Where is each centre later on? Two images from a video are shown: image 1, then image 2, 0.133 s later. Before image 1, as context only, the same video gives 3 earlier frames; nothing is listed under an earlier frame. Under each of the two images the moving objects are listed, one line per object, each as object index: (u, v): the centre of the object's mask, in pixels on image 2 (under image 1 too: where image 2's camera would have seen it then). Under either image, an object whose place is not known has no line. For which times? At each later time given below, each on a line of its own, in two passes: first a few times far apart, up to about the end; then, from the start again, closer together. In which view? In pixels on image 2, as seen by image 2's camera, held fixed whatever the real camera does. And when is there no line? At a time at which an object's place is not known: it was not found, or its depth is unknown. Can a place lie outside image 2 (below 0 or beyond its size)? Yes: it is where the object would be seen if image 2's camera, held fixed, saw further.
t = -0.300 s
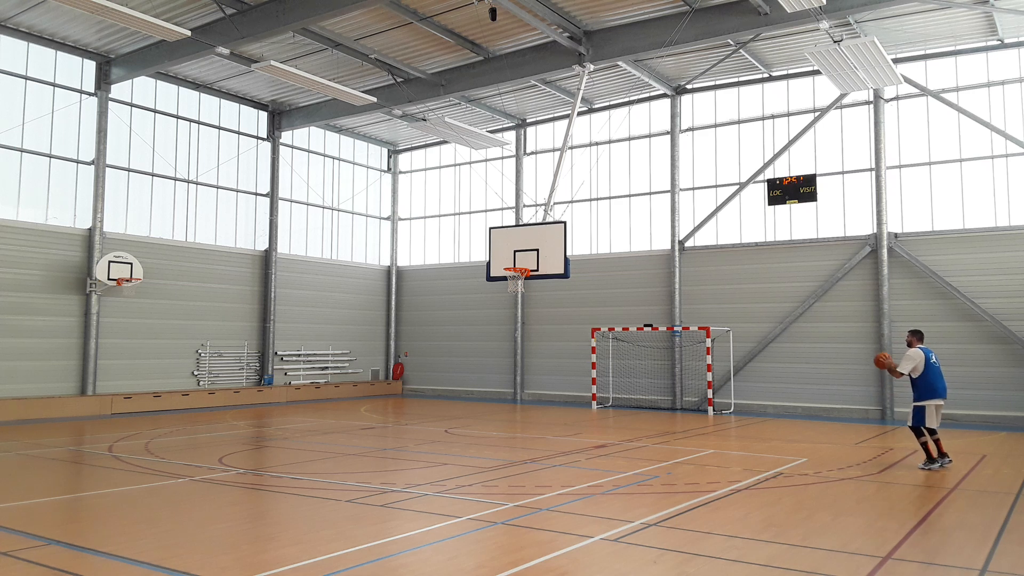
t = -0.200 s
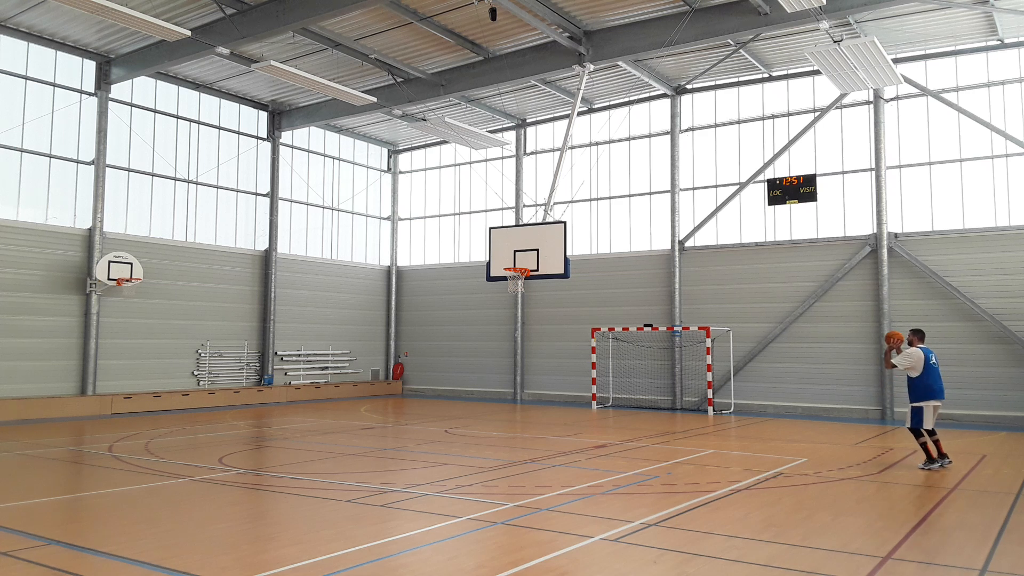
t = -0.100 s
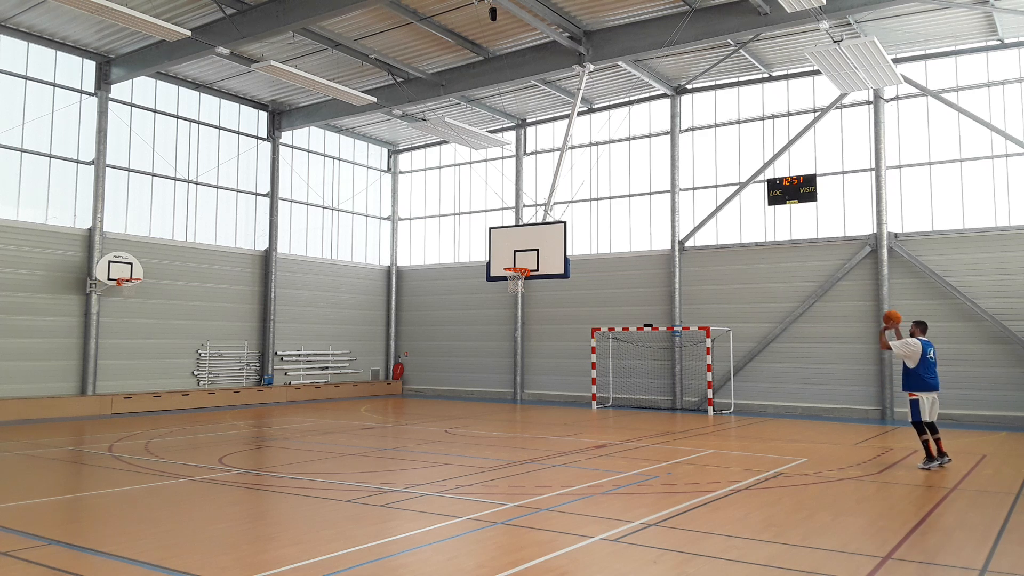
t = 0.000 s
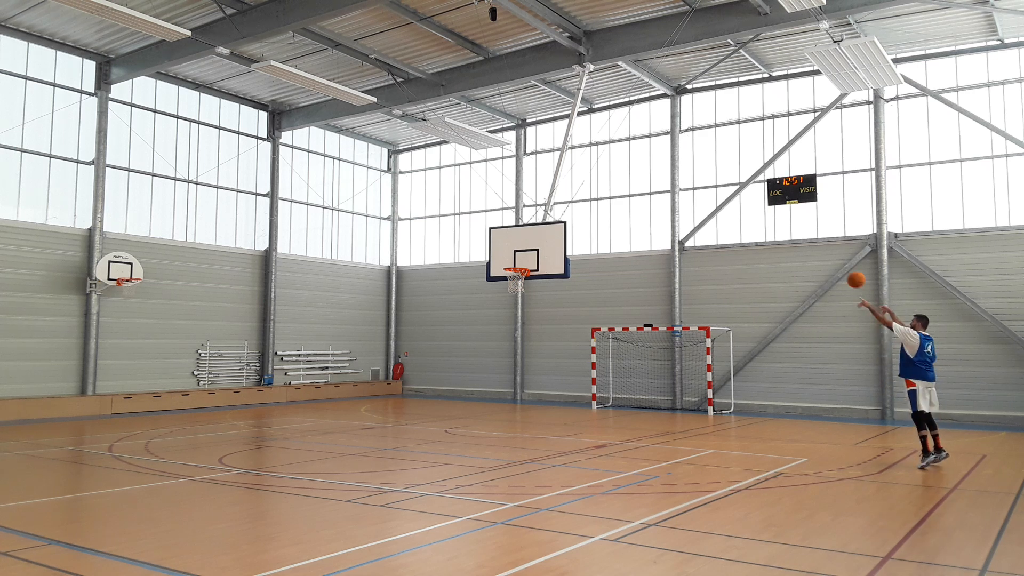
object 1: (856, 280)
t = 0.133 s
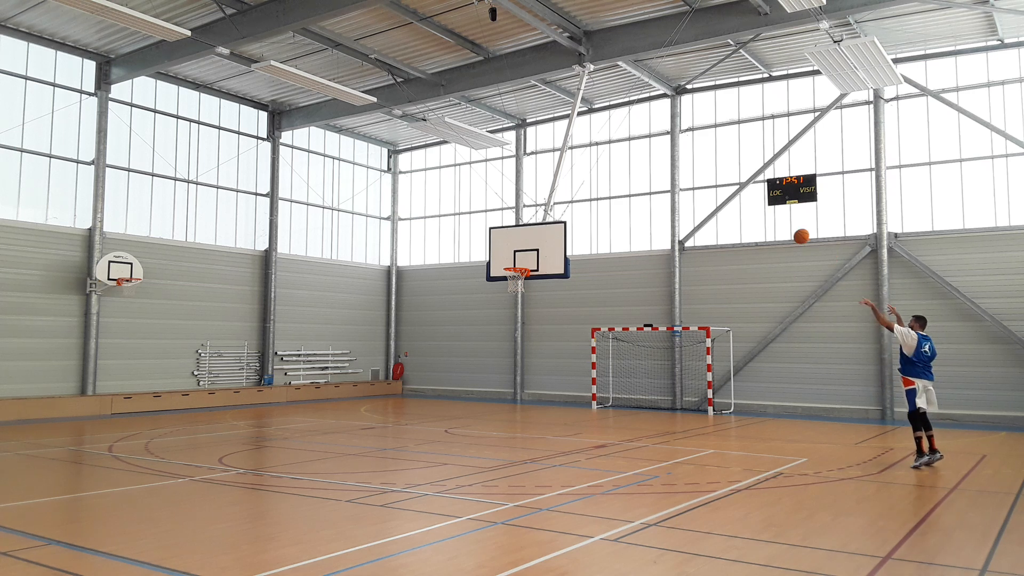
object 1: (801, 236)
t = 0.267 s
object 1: (752, 206)
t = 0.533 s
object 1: (667, 183)
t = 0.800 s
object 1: (594, 199)
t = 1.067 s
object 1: (530, 249)
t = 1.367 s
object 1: (509, 317)
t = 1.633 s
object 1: (507, 403)
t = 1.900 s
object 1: (528, 364)
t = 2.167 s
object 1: (556, 317)
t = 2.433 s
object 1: (584, 307)
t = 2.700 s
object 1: (613, 336)
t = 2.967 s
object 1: (643, 407)
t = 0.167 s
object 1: (788, 227)
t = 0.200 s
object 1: (776, 220)
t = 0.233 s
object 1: (764, 212)
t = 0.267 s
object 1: (752, 206)
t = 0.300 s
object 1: (740, 201)
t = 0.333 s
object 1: (729, 196)
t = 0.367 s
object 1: (718, 193)
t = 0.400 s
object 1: (707, 189)
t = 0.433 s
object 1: (697, 187)
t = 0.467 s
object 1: (686, 185)
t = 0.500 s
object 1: (676, 184)
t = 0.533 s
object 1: (667, 183)
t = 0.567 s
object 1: (656, 183)
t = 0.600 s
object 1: (647, 184)
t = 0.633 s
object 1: (637, 185)
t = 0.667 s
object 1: (629, 187)
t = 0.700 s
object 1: (619, 189)
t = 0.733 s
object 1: (611, 192)
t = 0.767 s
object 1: (602, 195)
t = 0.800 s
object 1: (594, 199)
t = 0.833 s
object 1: (585, 204)
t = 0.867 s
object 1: (577, 209)
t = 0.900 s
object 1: (569, 214)
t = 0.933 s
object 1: (561, 221)
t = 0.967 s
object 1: (553, 227)
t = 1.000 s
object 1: (545, 234)
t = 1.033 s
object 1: (538, 241)
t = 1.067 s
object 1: (530, 249)
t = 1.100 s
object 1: (523, 257)
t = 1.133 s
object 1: (515, 264)
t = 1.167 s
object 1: (508, 274)
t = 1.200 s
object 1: (509, 282)
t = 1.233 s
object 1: (509, 288)
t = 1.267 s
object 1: (509, 294)
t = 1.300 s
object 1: (509, 301)
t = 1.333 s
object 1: (509, 309)
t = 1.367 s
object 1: (509, 317)
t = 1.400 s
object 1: (509, 325)
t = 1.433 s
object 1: (509, 335)
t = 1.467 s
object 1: (508, 345)
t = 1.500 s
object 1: (508, 355)
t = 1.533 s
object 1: (508, 366)
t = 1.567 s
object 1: (508, 378)
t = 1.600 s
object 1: (508, 390)
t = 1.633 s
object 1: (507, 403)
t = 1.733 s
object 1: (511, 410)
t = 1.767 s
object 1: (515, 400)
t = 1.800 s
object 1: (518, 390)
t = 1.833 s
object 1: (522, 380)
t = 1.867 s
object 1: (525, 372)
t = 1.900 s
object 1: (528, 364)
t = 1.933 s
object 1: (532, 356)
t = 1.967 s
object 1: (535, 348)
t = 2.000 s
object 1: (539, 342)
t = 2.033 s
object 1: (542, 336)
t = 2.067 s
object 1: (545, 330)
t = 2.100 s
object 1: (549, 325)
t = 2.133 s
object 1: (552, 321)
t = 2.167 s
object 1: (556, 317)
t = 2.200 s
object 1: (559, 314)
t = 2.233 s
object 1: (563, 311)
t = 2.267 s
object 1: (566, 309)
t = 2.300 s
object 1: (570, 308)
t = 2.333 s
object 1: (573, 307)
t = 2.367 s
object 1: (577, 306)
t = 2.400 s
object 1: (580, 307)
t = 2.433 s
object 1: (584, 307)
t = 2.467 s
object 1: (587, 309)
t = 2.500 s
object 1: (591, 311)
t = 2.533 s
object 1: (595, 314)
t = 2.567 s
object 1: (599, 317)
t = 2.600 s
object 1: (602, 321)
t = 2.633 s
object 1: (606, 325)
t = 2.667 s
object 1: (609, 331)
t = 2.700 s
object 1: (613, 336)
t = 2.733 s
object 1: (617, 343)
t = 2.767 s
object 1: (621, 350)
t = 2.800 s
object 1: (624, 358)
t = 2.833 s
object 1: (628, 366)
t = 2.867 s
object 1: (631, 375)
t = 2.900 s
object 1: (636, 385)
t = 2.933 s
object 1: (639, 396)
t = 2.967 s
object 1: (643, 407)
